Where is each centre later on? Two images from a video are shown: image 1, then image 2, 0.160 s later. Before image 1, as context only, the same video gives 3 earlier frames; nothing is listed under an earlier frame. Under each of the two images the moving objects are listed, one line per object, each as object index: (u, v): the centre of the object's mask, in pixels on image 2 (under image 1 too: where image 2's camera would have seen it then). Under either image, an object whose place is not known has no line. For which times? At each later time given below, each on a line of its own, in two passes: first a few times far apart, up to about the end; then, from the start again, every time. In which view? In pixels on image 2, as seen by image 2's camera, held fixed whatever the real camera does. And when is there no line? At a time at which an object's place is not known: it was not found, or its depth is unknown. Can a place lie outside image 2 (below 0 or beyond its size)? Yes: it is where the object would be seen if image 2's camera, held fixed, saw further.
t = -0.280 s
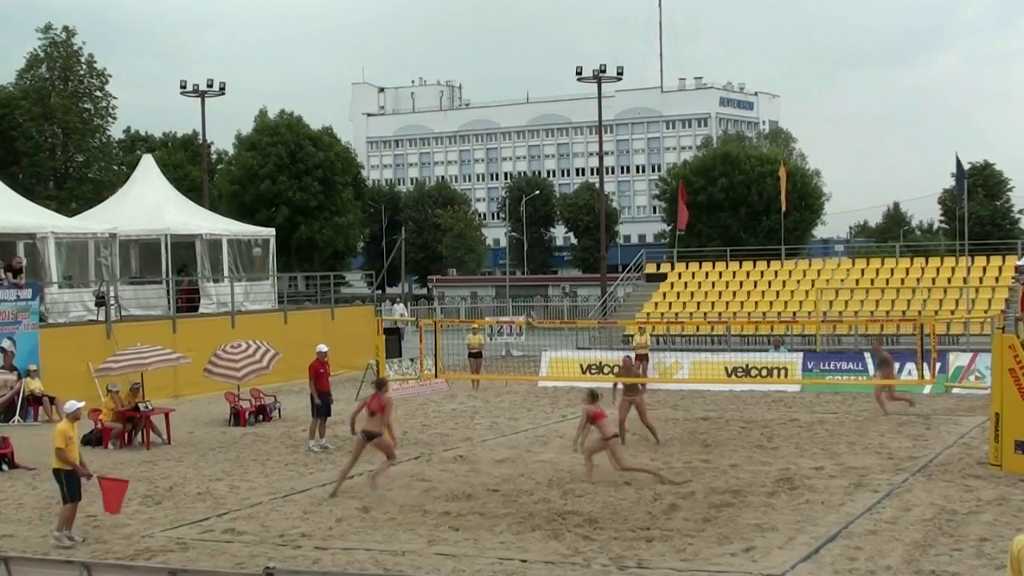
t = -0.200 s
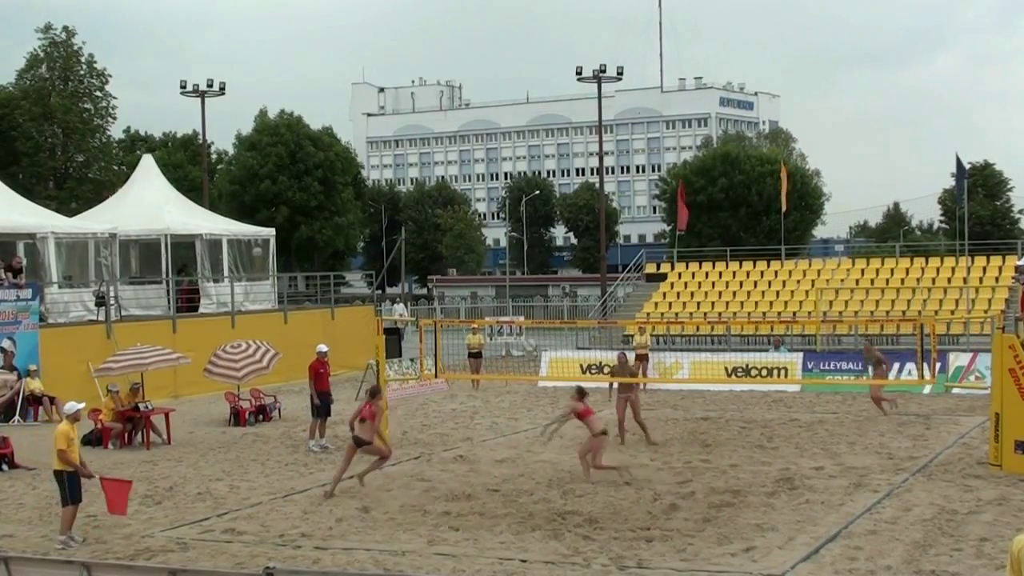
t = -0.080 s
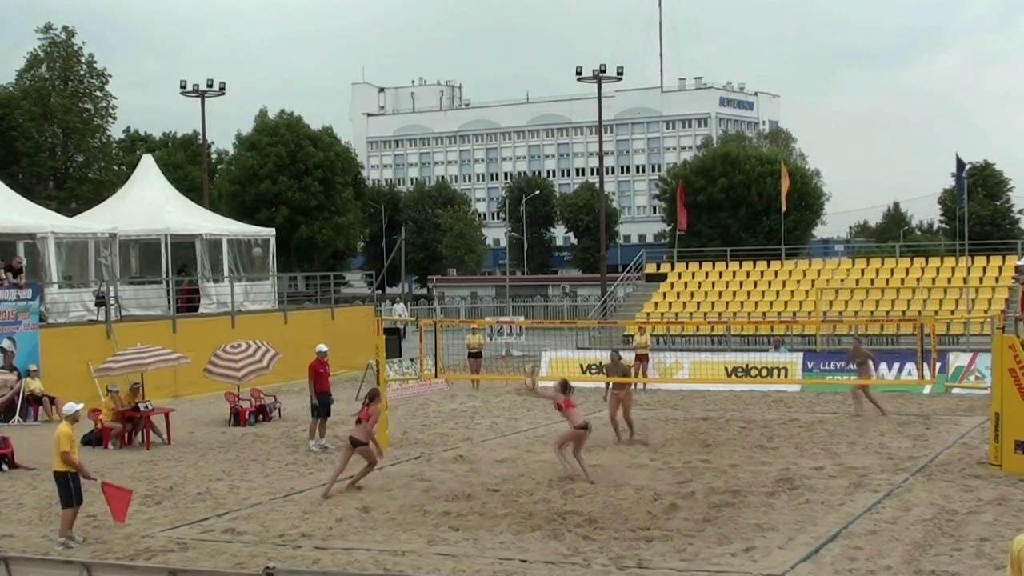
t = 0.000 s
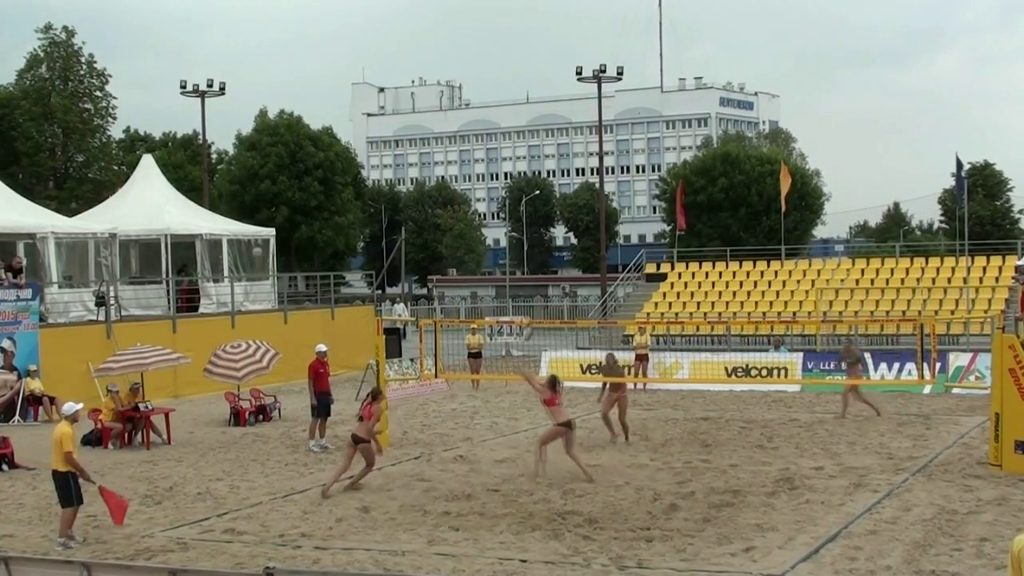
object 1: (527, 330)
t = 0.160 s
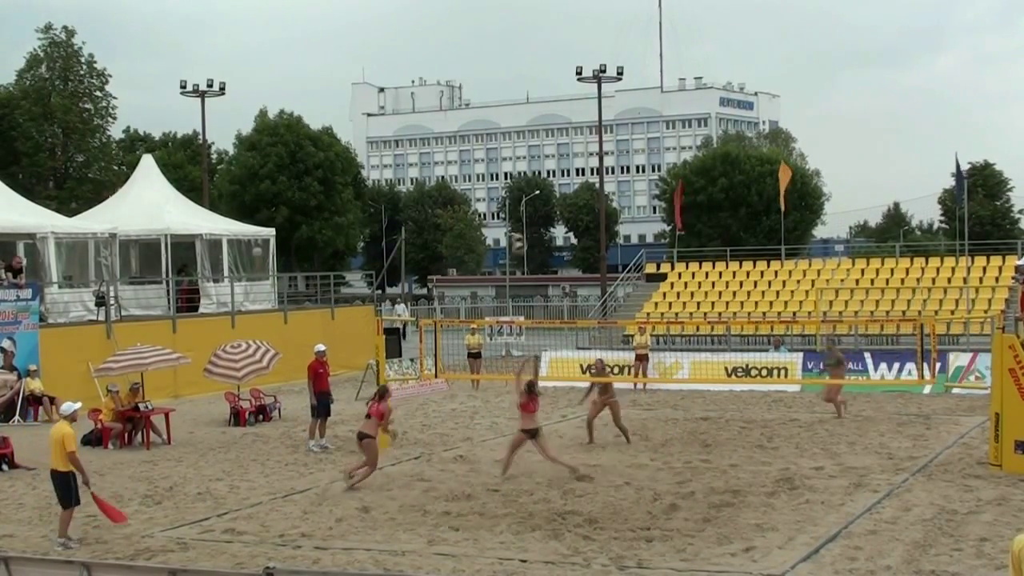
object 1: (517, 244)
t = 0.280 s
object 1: (514, 195)
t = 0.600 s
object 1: (504, 117)
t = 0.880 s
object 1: (498, 106)
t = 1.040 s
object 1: (495, 121)
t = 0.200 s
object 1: (516, 224)
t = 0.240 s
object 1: (515, 209)
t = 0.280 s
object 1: (514, 195)
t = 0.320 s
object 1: (514, 181)
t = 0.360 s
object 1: (510, 168)
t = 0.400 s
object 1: (509, 158)
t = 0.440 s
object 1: (508, 148)
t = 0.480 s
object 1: (507, 138)
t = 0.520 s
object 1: (505, 129)
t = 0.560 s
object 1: (505, 123)
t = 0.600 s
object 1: (504, 117)
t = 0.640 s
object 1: (503, 111)
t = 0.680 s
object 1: (502, 109)
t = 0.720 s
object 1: (501, 106)
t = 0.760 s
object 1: (500, 105)
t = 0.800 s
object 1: (499, 104)
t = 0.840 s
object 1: (498, 105)
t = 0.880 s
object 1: (498, 106)
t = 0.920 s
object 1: (497, 108)
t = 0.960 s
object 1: (496, 112)
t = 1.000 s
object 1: (496, 115)
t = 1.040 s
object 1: (495, 121)
